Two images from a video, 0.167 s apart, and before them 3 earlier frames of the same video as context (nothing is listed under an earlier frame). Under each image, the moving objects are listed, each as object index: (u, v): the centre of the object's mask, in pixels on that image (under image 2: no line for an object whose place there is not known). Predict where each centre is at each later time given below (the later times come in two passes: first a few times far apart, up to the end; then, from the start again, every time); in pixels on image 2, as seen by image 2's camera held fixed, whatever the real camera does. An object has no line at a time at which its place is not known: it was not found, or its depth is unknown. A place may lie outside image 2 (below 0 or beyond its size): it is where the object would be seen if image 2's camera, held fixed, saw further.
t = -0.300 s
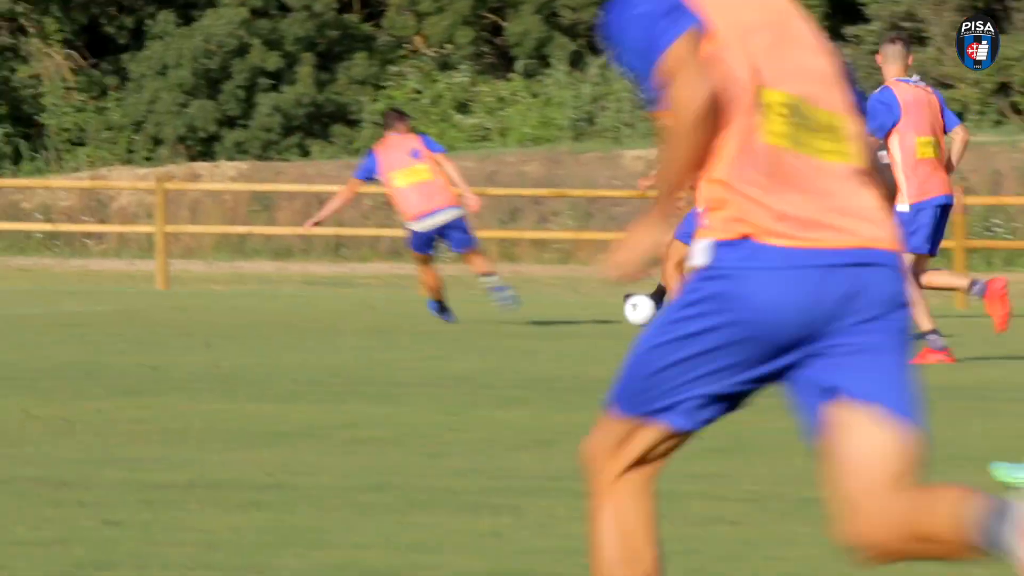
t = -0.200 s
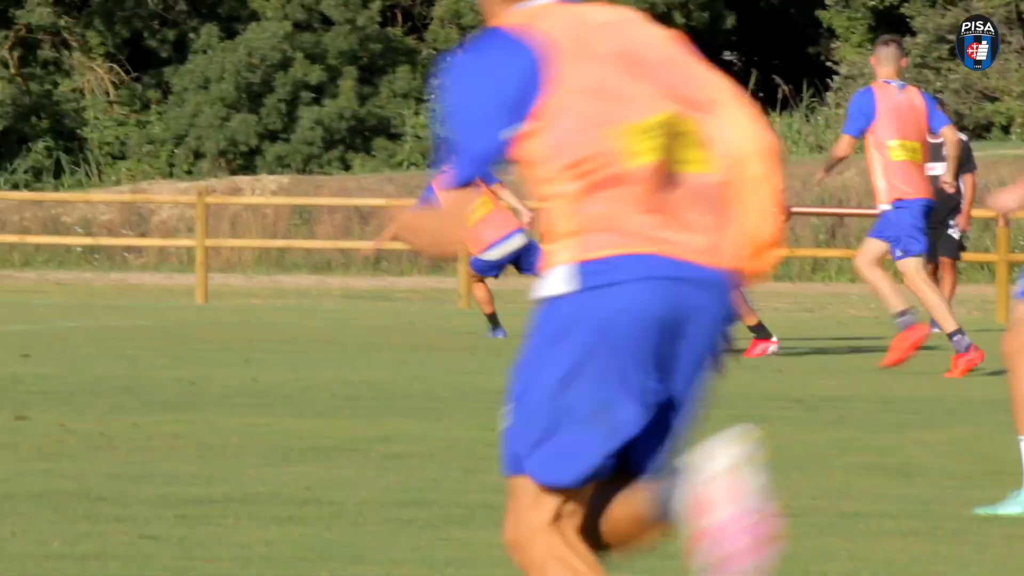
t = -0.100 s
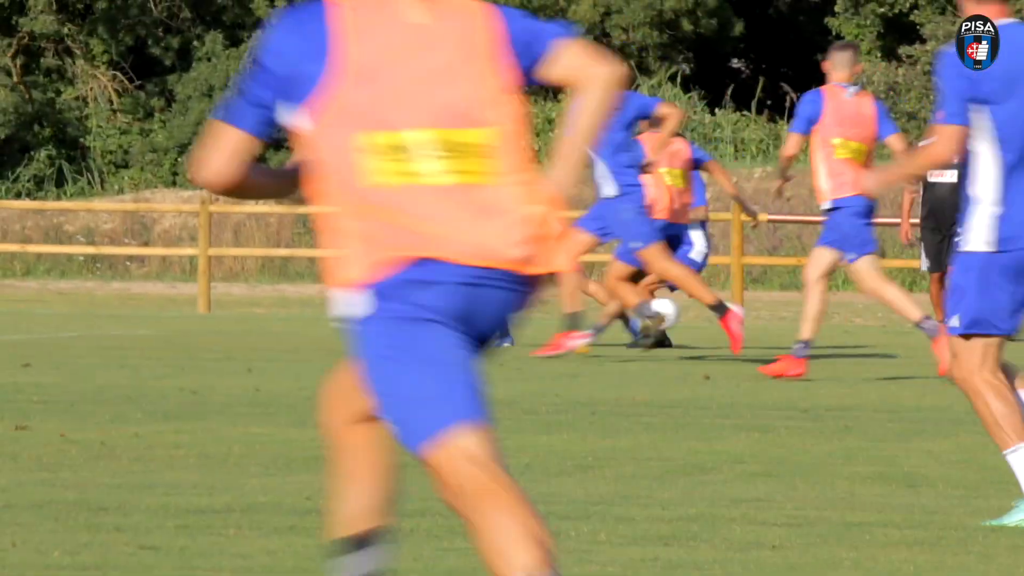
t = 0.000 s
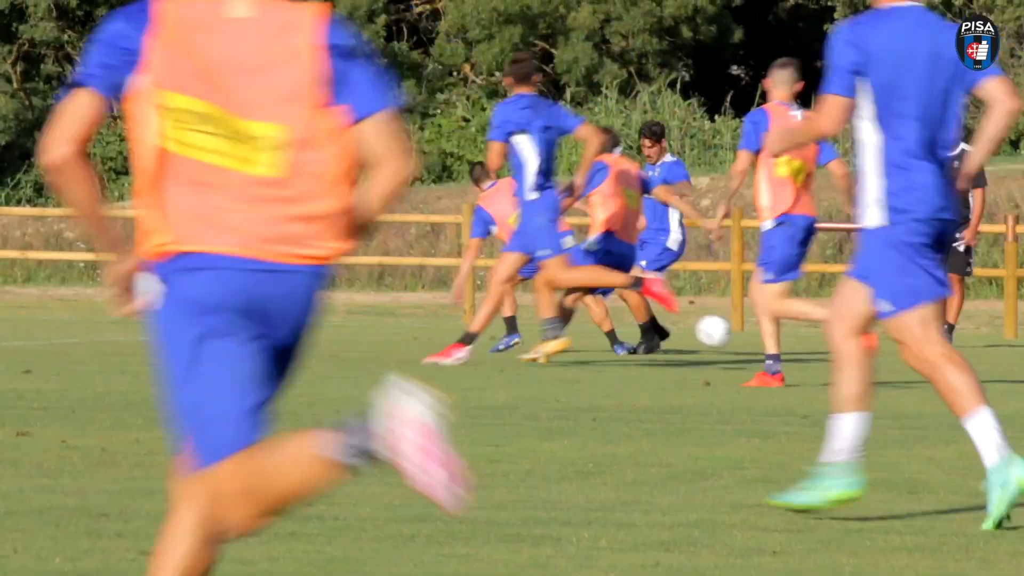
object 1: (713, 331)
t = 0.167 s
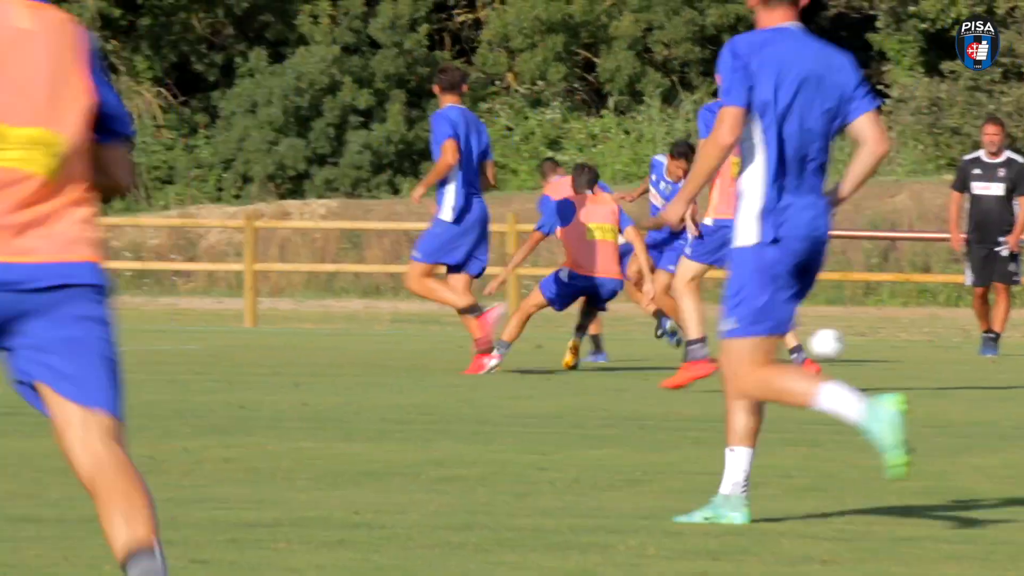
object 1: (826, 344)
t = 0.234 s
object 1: (849, 346)
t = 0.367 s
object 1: (882, 350)
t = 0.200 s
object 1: (838, 345)
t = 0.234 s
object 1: (849, 346)
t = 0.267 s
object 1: (858, 349)
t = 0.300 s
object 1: (864, 353)
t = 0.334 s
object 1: (876, 351)
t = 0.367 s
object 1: (882, 350)
